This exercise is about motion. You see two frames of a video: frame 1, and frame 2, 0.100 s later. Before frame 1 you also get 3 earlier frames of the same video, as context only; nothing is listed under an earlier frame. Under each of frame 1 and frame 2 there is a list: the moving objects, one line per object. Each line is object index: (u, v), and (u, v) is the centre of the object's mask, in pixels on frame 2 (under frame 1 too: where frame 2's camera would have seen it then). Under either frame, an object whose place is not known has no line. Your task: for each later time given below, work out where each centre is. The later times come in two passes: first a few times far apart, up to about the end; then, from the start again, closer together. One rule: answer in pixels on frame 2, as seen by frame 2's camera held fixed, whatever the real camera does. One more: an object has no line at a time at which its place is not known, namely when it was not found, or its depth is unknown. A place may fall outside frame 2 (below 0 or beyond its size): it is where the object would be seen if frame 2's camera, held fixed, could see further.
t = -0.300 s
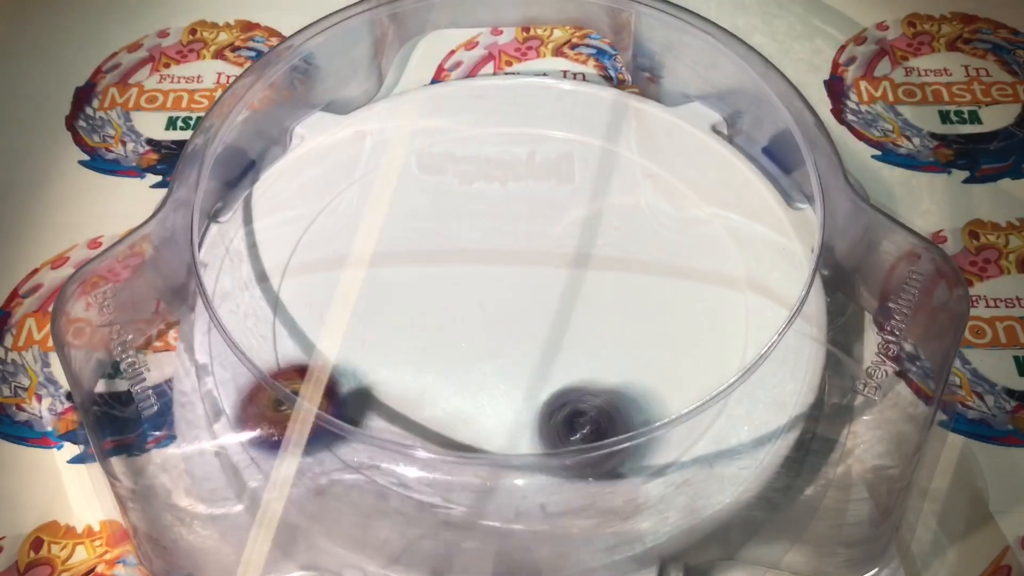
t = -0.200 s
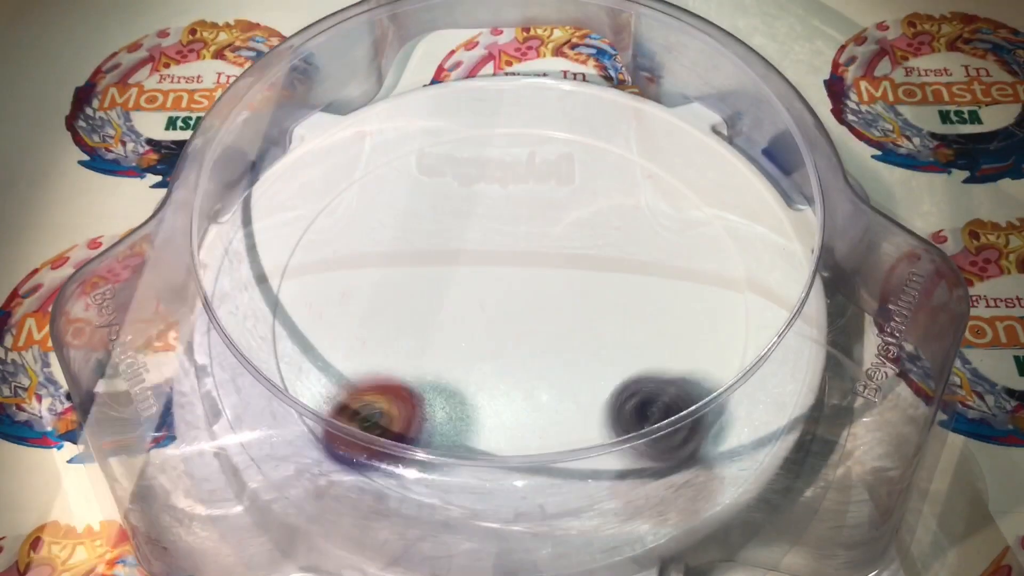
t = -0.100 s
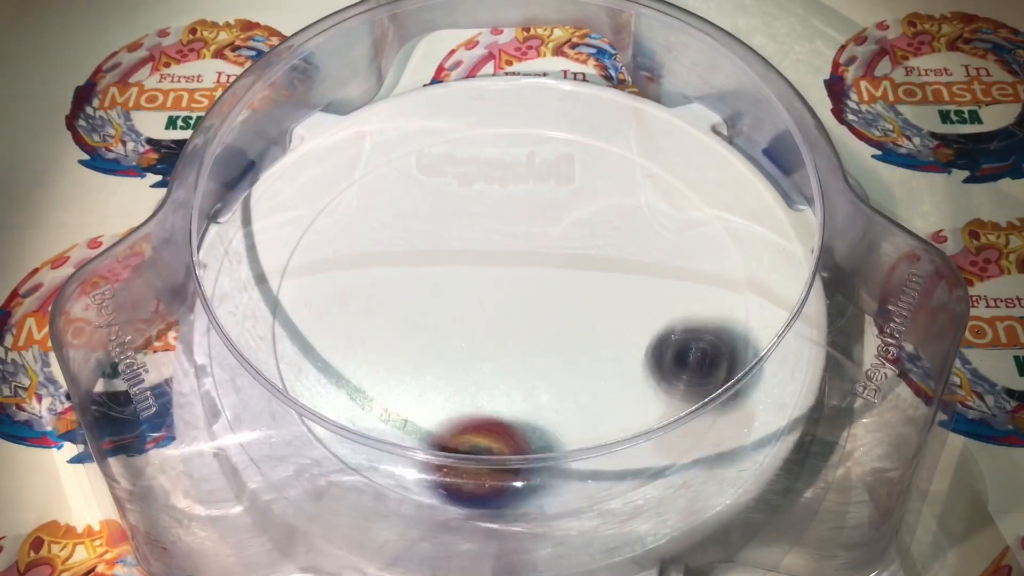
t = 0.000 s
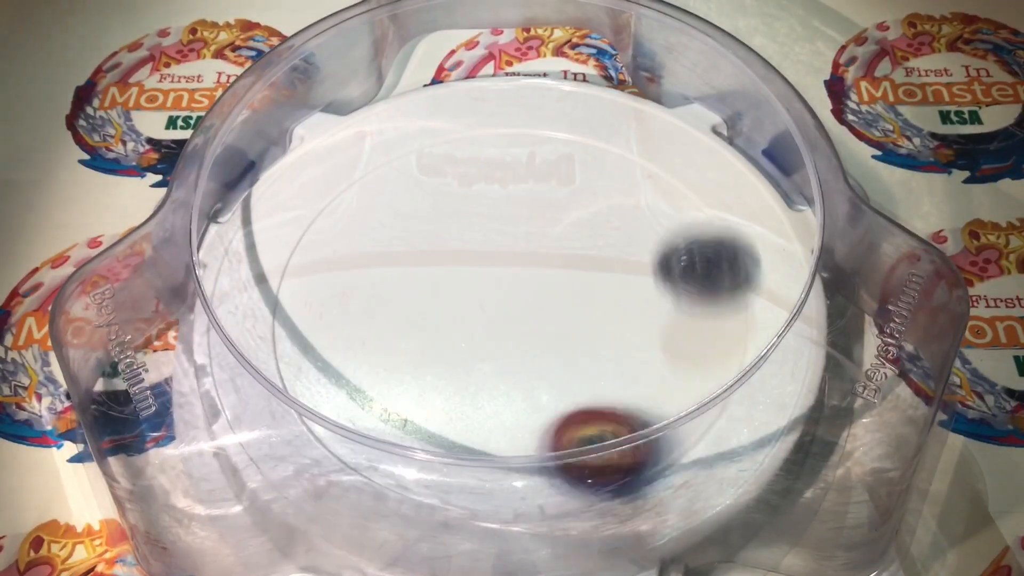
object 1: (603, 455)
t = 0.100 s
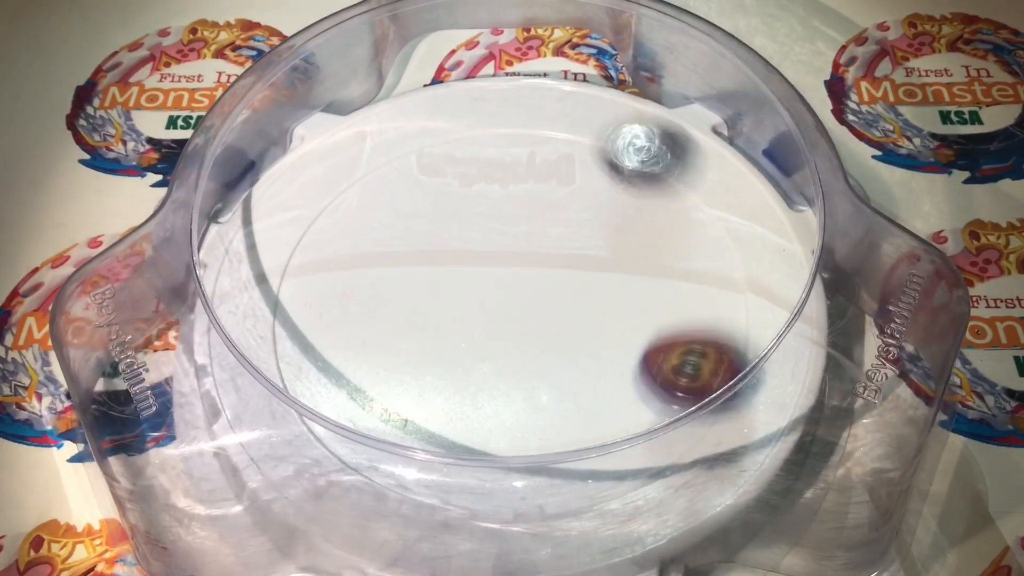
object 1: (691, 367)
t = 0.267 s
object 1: (652, 189)
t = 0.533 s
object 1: (348, 173)
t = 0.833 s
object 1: (445, 440)
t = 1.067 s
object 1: (662, 205)
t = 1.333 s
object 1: (455, 57)
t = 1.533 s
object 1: (474, 45)
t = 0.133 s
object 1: (704, 332)
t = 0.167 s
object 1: (704, 294)
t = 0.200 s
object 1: (695, 255)
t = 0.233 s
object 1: (679, 220)
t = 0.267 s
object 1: (652, 189)
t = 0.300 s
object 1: (619, 163)
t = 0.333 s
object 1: (582, 141)
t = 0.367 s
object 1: (544, 127)
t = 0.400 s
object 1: (503, 119)
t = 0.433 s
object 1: (461, 118)
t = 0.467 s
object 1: (416, 126)
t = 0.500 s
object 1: (380, 145)
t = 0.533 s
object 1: (348, 173)
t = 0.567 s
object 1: (319, 210)
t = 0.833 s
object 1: (445, 440)
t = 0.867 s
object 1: (498, 420)
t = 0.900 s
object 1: (551, 395)
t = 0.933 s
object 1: (593, 363)
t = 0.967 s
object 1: (623, 325)
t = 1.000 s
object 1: (647, 285)
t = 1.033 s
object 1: (660, 245)
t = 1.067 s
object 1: (662, 205)
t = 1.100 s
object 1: (656, 171)
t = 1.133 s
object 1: (641, 141)
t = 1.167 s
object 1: (615, 117)
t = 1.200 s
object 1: (590, 102)
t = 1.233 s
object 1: (559, 84)
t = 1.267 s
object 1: (522, 70)
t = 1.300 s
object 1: (487, 58)
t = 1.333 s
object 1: (455, 57)
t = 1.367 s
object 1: (421, 57)
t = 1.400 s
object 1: (420, 59)
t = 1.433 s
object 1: (431, 57)
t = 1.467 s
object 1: (443, 55)
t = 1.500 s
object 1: (459, 50)
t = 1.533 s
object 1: (474, 45)
